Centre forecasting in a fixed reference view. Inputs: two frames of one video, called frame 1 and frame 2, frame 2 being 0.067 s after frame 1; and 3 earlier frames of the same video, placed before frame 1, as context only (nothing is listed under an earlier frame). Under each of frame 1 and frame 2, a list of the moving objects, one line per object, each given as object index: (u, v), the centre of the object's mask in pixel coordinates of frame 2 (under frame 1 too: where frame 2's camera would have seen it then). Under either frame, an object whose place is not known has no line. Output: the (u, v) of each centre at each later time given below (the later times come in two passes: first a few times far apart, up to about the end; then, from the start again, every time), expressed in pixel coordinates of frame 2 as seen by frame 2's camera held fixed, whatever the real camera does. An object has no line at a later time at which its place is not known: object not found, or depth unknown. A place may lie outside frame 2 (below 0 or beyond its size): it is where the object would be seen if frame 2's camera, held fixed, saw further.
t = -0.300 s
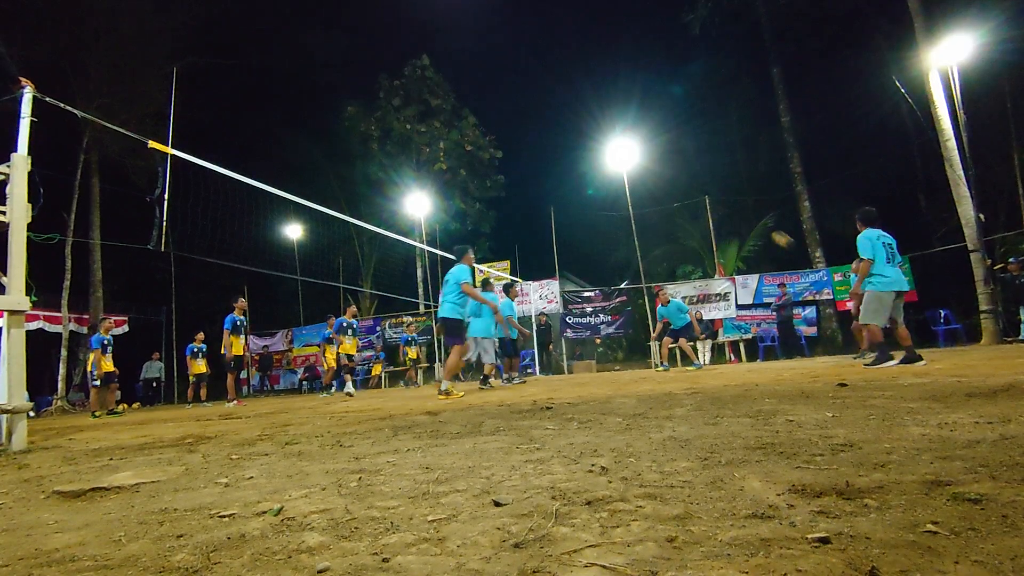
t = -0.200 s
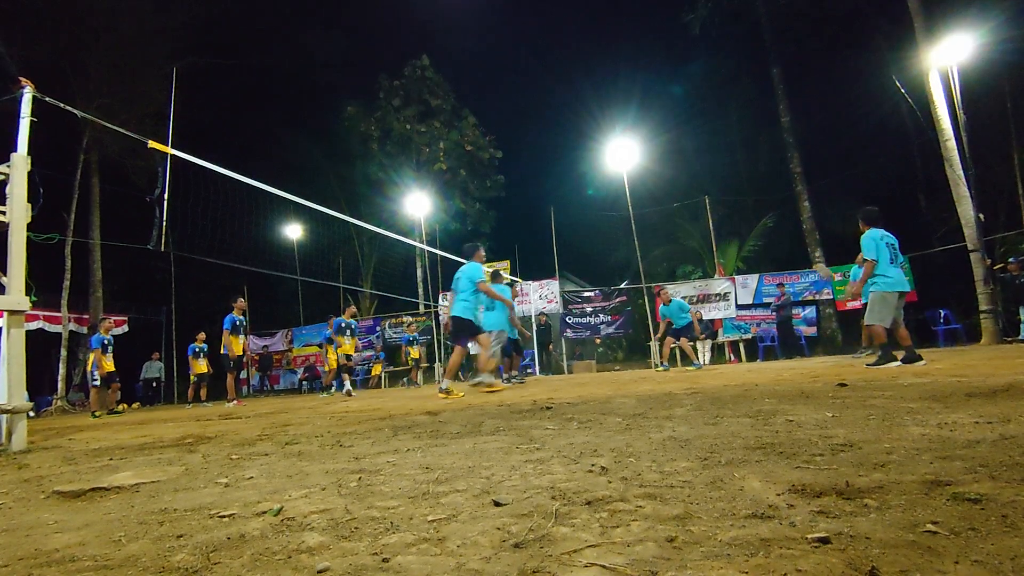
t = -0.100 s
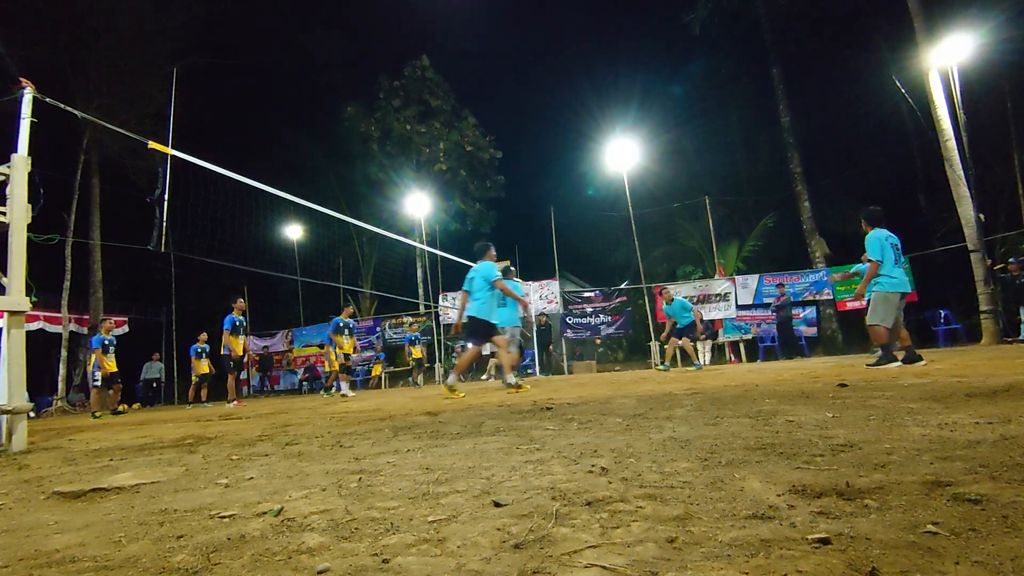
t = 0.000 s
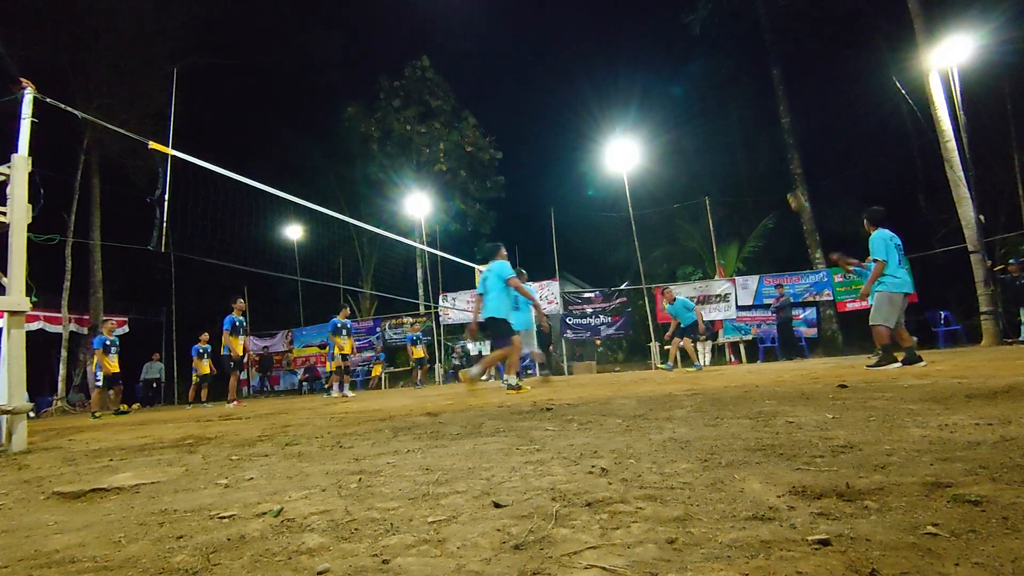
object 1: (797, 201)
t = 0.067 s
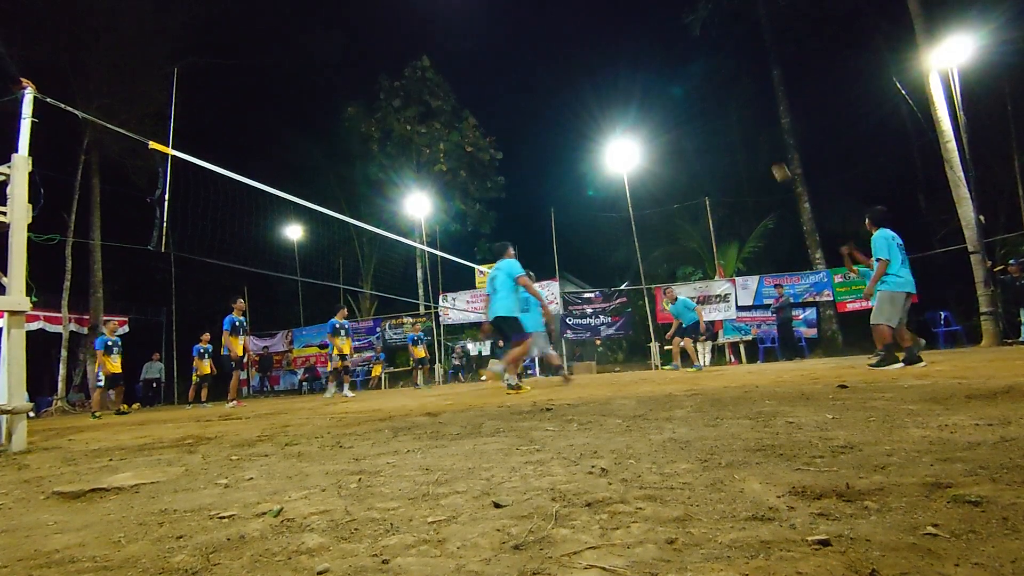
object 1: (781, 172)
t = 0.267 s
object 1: (739, 108)
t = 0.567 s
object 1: (683, 55)
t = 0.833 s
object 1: (642, 49)
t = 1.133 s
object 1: (602, 87)
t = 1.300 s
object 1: (581, 129)
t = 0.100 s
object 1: (774, 160)
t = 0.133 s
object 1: (767, 148)
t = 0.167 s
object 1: (760, 138)
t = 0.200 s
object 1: (753, 127)
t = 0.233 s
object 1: (746, 117)
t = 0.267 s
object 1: (739, 108)
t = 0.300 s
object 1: (732, 99)
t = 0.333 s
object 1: (725, 90)
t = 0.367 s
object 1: (719, 83)
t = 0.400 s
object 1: (713, 78)
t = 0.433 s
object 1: (707, 72)
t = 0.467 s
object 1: (701, 66)
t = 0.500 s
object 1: (695, 62)
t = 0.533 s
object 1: (689, 58)
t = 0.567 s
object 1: (683, 55)
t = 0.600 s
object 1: (678, 52)
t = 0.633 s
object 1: (672, 50)
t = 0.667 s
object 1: (667, 48)
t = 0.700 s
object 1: (662, 47)
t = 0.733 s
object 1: (657, 47)
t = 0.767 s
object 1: (652, 47)
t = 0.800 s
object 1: (647, 48)
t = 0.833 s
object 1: (642, 49)
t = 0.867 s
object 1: (637, 51)
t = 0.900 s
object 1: (632, 53)
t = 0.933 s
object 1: (627, 56)
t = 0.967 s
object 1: (623, 59)
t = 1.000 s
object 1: (619, 64)
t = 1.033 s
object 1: (614, 69)
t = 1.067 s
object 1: (610, 75)
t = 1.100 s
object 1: (606, 81)
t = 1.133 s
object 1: (602, 87)
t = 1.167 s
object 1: (597, 95)
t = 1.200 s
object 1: (593, 102)
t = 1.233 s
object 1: (589, 110)
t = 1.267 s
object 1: (586, 120)
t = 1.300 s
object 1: (581, 129)
